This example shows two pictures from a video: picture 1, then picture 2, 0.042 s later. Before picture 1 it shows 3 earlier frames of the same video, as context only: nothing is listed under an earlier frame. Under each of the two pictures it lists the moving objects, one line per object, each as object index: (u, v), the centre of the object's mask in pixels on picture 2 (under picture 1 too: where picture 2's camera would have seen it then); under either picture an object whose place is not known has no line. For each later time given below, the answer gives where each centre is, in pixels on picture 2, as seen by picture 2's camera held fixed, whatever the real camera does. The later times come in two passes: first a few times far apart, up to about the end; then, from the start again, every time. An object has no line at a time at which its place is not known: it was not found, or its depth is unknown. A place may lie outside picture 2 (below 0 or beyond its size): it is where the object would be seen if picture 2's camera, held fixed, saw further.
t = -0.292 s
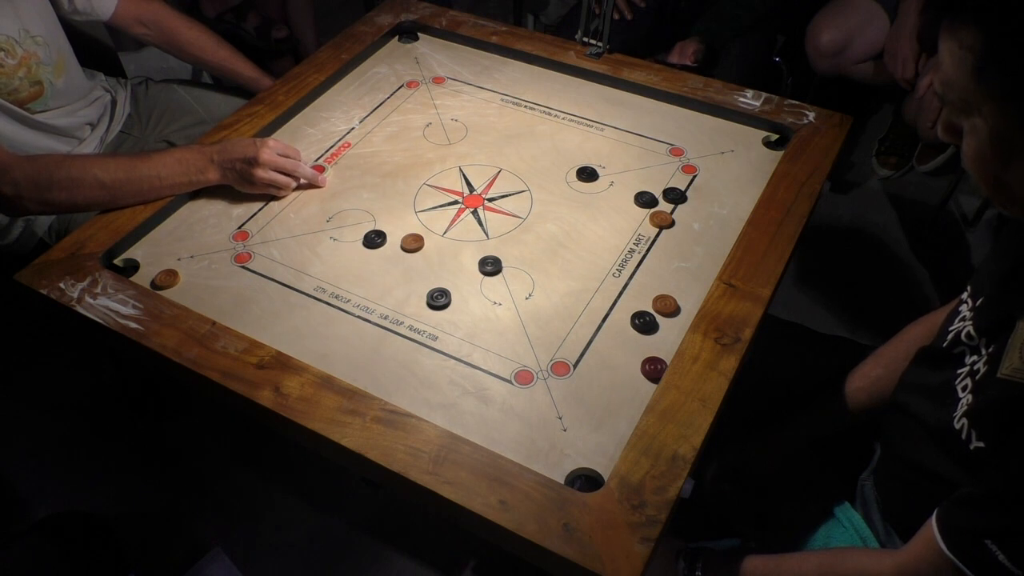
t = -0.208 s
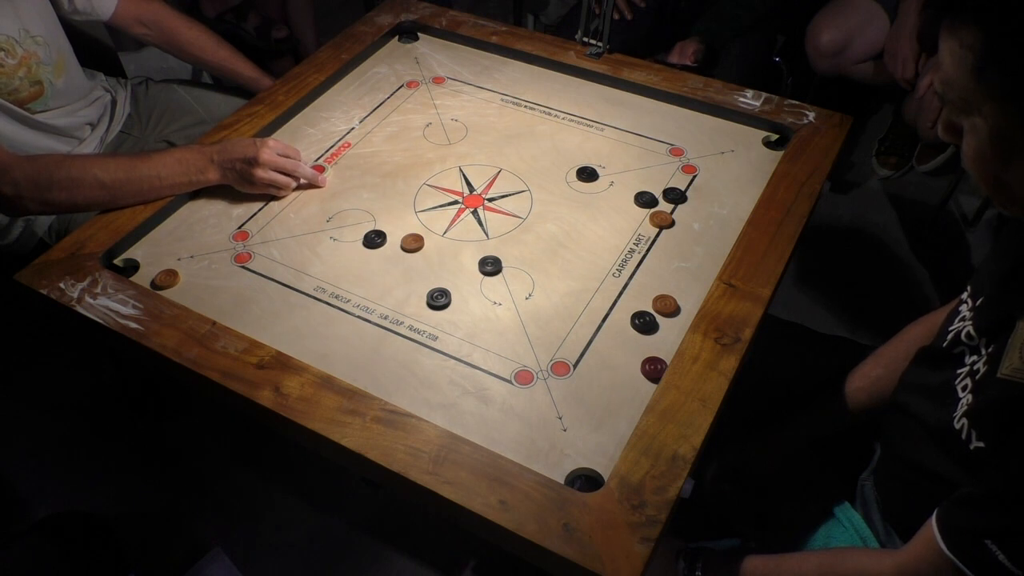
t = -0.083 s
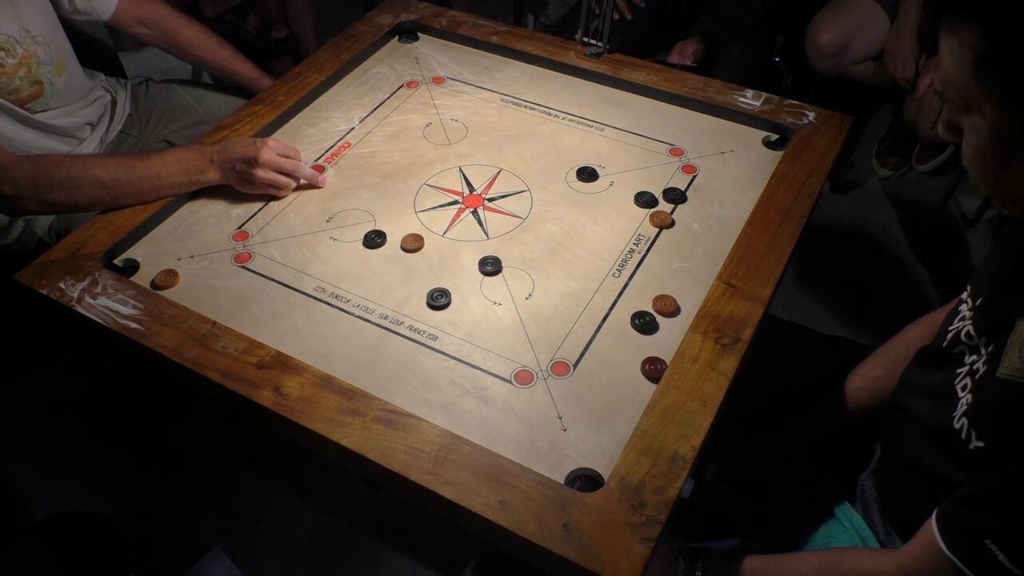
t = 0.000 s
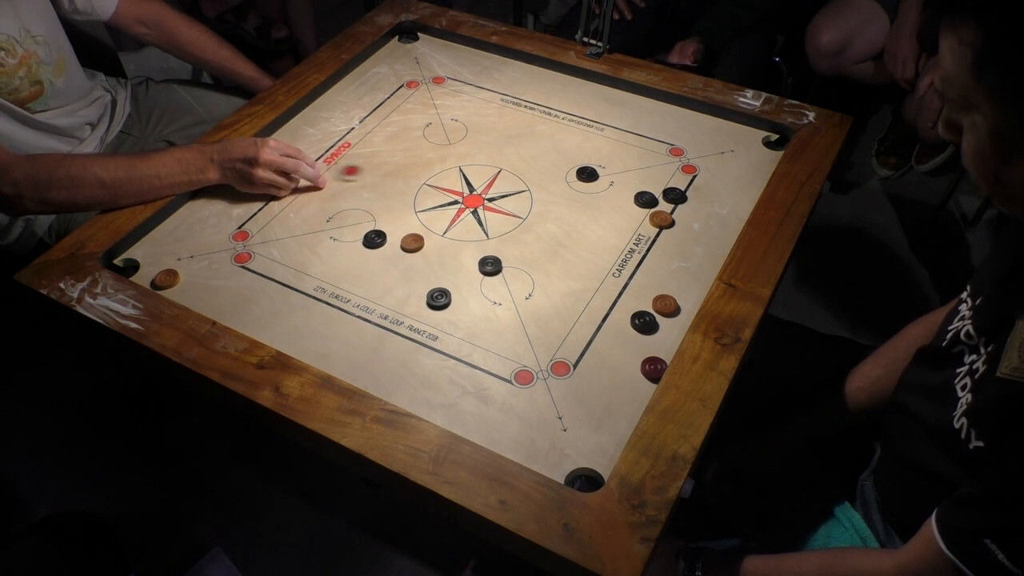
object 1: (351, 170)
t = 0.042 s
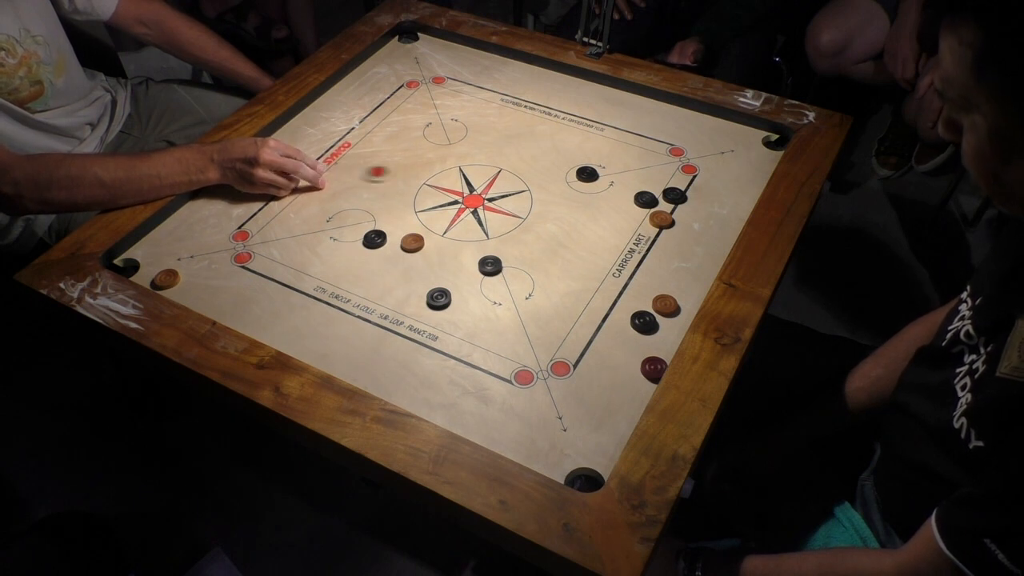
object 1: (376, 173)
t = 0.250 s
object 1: (502, 176)
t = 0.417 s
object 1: (580, 182)
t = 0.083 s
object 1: (403, 173)
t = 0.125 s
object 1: (429, 173)
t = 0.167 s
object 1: (454, 175)
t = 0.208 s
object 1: (479, 174)
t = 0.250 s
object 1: (502, 176)
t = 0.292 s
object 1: (525, 177)
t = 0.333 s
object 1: (549, 178)
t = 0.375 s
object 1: (569, 179)
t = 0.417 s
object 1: (580, 182)
